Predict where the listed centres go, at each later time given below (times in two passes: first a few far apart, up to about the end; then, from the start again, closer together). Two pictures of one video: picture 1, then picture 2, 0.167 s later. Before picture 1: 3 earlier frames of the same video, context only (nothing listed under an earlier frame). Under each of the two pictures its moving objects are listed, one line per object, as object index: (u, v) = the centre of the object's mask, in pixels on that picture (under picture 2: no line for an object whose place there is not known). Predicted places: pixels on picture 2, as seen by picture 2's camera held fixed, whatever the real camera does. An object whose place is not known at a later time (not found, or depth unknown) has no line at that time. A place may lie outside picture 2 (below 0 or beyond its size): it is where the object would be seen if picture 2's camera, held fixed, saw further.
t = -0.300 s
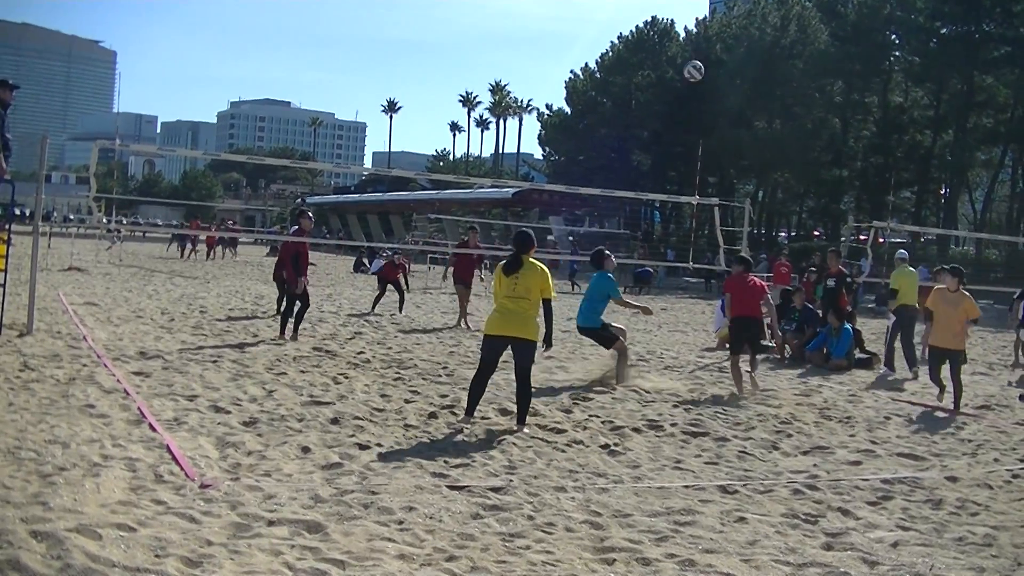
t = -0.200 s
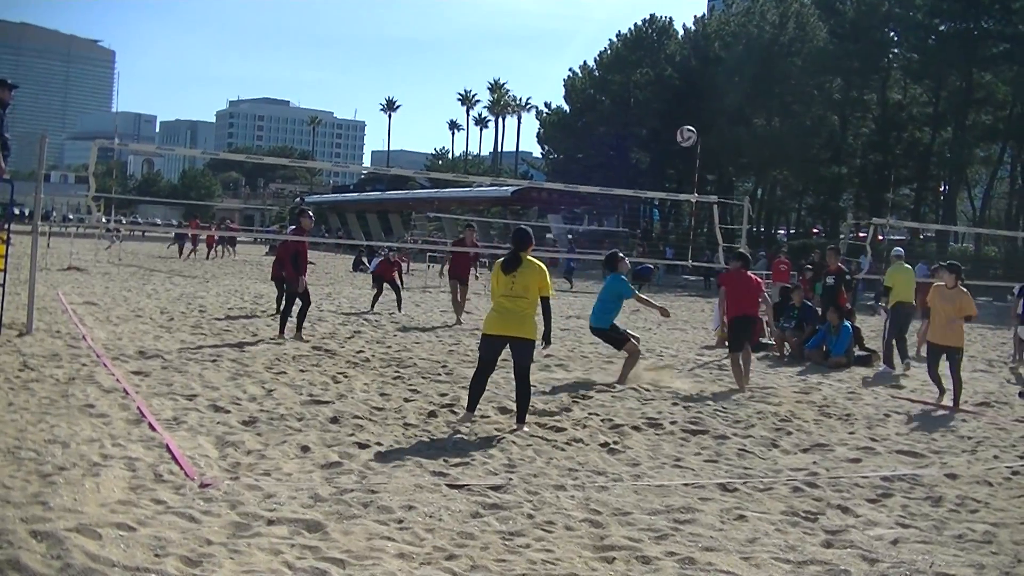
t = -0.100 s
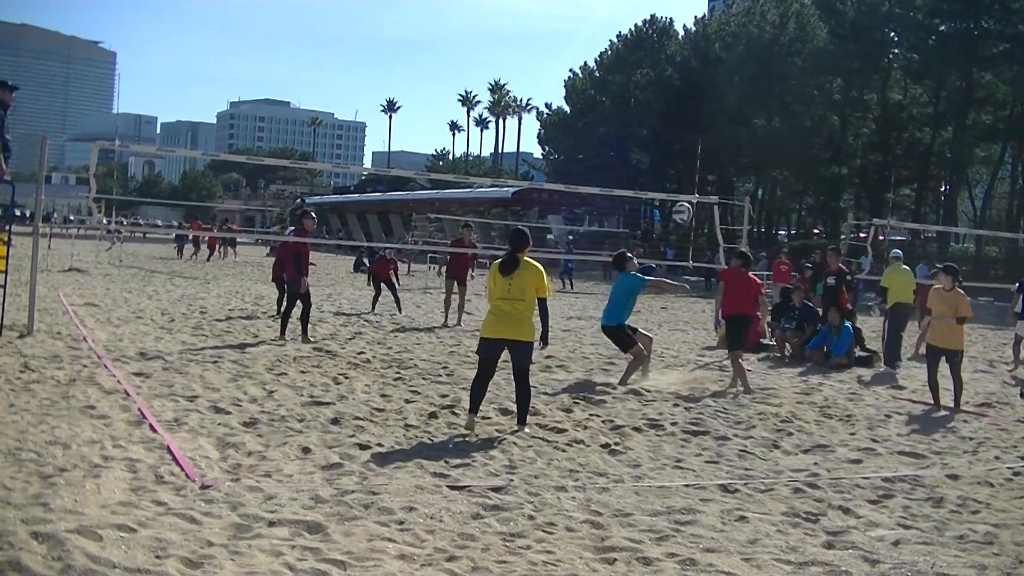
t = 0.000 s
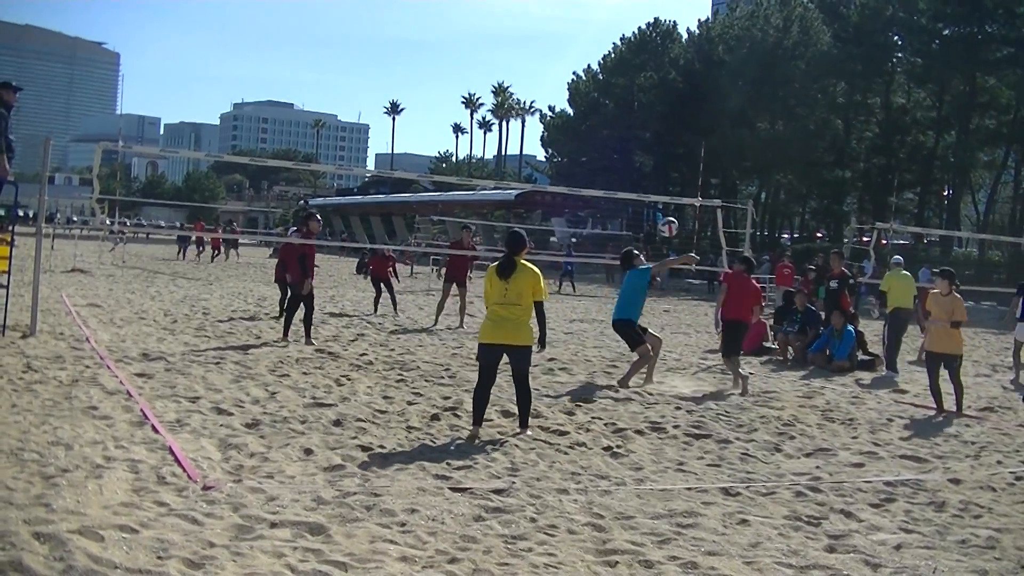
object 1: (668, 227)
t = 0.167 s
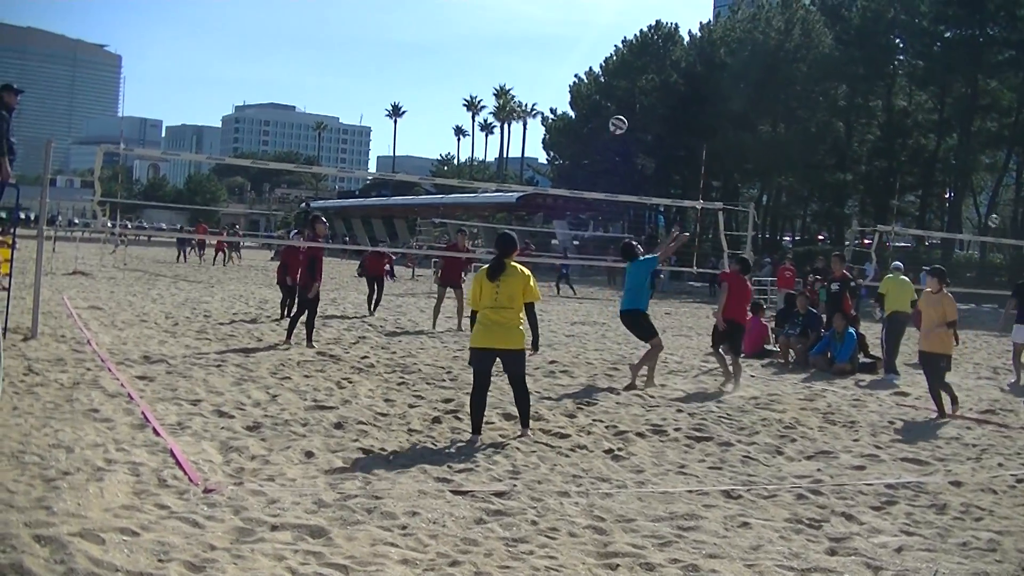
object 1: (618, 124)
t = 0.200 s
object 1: (608, 109)
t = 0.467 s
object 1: (535, 25)
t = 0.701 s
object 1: (481, 9)
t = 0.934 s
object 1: (433, 28)
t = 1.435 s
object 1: (350, 166)
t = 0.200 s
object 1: (608, 109)
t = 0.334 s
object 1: (570, 57)
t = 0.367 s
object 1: (561, 48)
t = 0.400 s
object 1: (552, 39)
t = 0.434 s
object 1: (544, 31)
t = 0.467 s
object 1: (535, 25)
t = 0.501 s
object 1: (527, 19)
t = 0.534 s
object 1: (518, 15)
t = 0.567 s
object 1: (510, 12)
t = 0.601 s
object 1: (503, 9)
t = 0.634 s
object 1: (495, 9)
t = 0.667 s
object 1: (488, 9)
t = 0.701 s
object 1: (481, 9)
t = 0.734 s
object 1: (474, 10)
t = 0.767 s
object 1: (466, 11)
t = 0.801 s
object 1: (459, 12)
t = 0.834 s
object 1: (453, 15)
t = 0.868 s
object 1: (446, 18)
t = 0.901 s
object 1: (439, 23)
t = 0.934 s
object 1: (433, 28)
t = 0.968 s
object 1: (426, 33)
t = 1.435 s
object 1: (350, 166)
